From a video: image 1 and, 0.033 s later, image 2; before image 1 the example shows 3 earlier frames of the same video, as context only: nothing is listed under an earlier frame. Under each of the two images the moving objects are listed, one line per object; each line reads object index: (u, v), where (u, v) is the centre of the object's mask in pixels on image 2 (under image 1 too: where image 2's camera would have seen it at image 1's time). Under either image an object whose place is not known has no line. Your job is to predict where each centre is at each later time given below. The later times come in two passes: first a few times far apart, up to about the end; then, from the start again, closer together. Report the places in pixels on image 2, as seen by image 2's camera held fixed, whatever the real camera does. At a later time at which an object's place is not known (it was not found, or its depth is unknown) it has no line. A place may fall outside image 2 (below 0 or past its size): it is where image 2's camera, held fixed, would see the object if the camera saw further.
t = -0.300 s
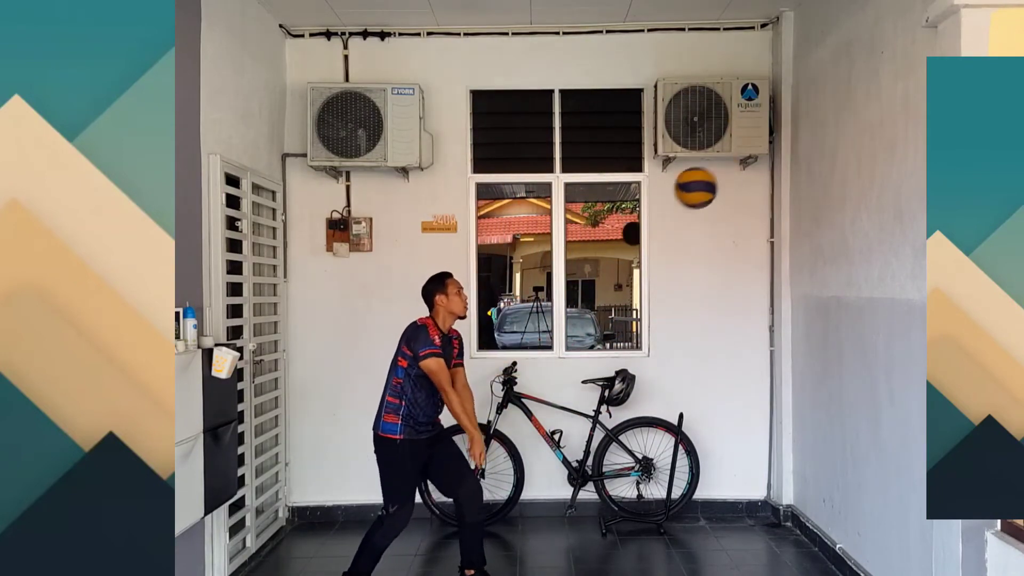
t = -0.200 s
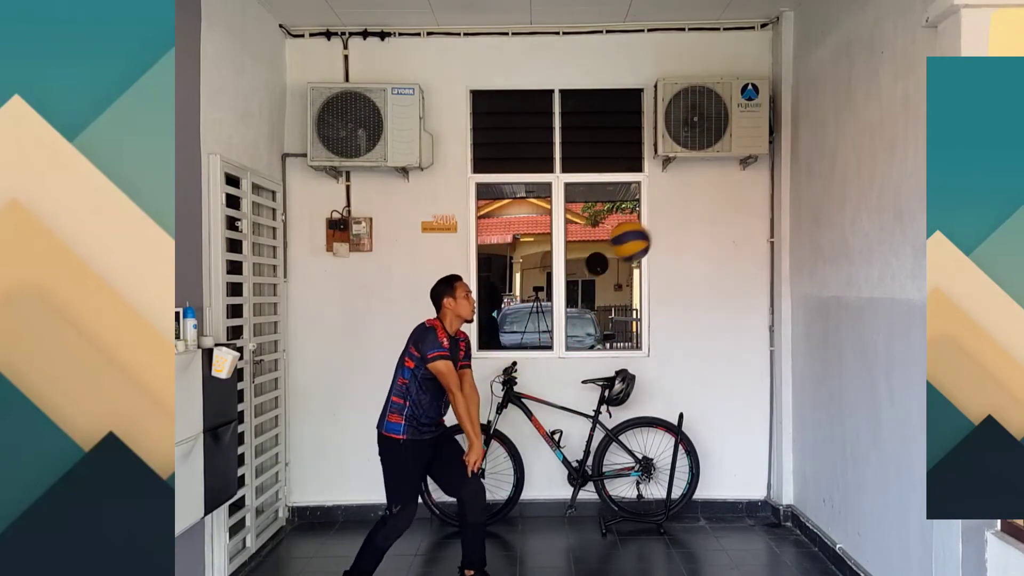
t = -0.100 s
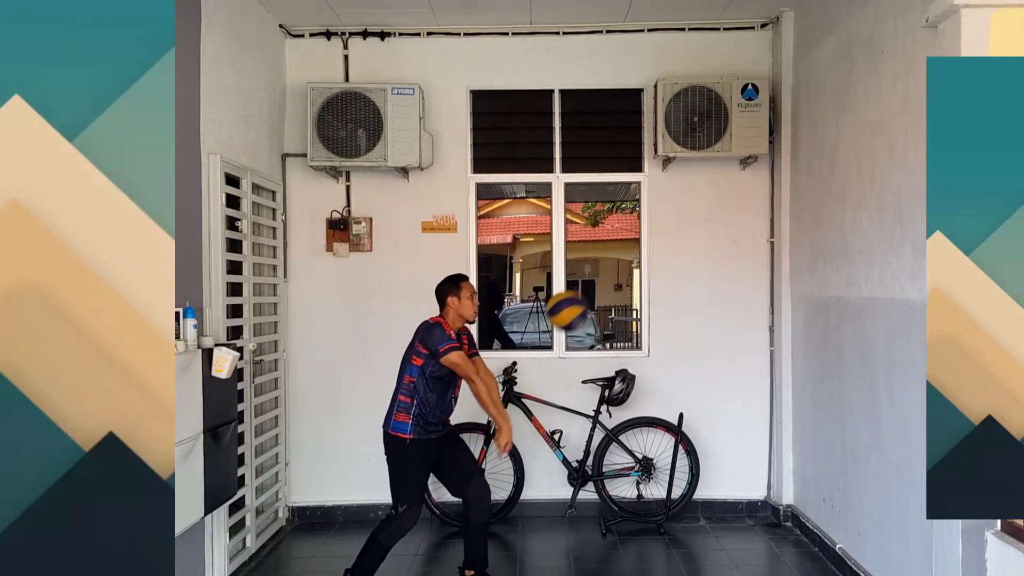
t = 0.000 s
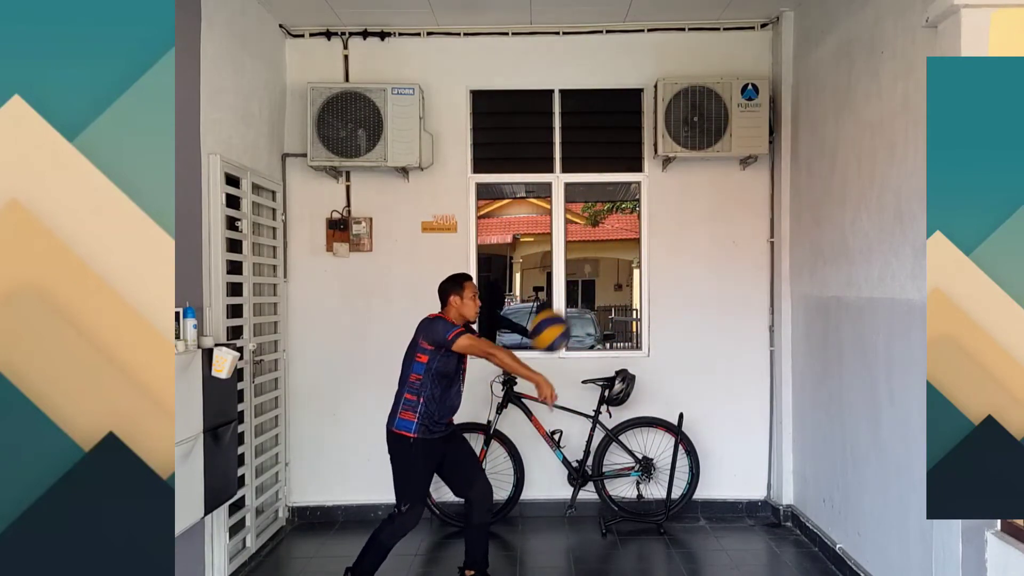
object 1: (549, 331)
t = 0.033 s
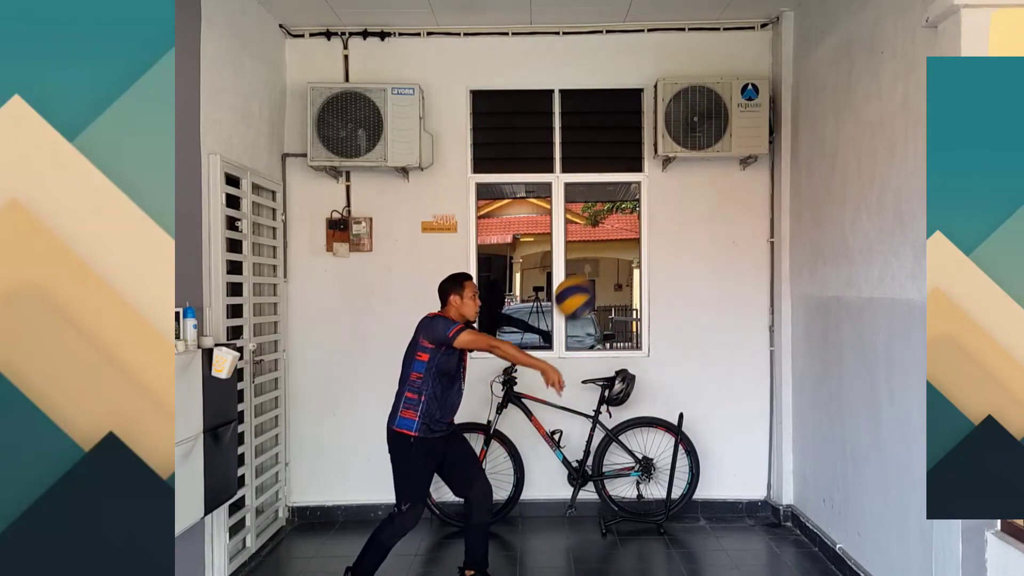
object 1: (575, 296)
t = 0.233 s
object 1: (720, 146)
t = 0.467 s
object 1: (843, 73)
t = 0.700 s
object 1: (708, 123)
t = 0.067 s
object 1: (597, 268)
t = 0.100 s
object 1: (623, 238)
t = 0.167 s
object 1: (672, 187)
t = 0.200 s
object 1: (696, 166)
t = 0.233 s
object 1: (720, 146)
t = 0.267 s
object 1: (746, 128)
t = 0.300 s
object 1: (771, 112)
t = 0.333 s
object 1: (796, 99)
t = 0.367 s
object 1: (822, 88)
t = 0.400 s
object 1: (846, 80)
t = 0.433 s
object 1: (864, 75)
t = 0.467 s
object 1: (843, 73)
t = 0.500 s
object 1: (824, 74)
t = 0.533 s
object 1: (804, 76)
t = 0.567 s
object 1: (785, 81)
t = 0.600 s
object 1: (765, 89)
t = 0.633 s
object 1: (746, 98)
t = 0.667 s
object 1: (727, 109)
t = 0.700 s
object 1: (708, 123)
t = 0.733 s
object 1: (689, 139)
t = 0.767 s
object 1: (670, 157)
